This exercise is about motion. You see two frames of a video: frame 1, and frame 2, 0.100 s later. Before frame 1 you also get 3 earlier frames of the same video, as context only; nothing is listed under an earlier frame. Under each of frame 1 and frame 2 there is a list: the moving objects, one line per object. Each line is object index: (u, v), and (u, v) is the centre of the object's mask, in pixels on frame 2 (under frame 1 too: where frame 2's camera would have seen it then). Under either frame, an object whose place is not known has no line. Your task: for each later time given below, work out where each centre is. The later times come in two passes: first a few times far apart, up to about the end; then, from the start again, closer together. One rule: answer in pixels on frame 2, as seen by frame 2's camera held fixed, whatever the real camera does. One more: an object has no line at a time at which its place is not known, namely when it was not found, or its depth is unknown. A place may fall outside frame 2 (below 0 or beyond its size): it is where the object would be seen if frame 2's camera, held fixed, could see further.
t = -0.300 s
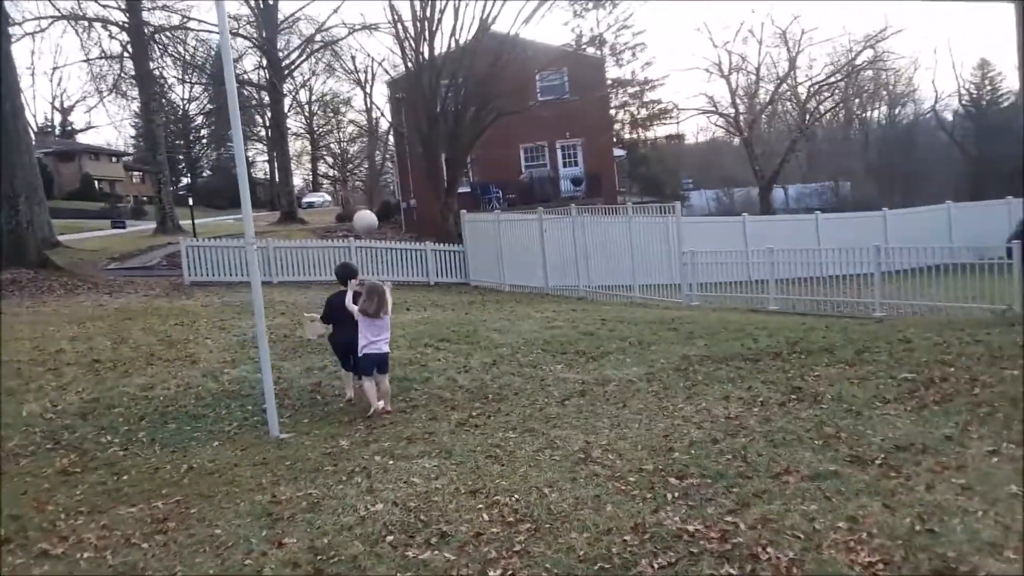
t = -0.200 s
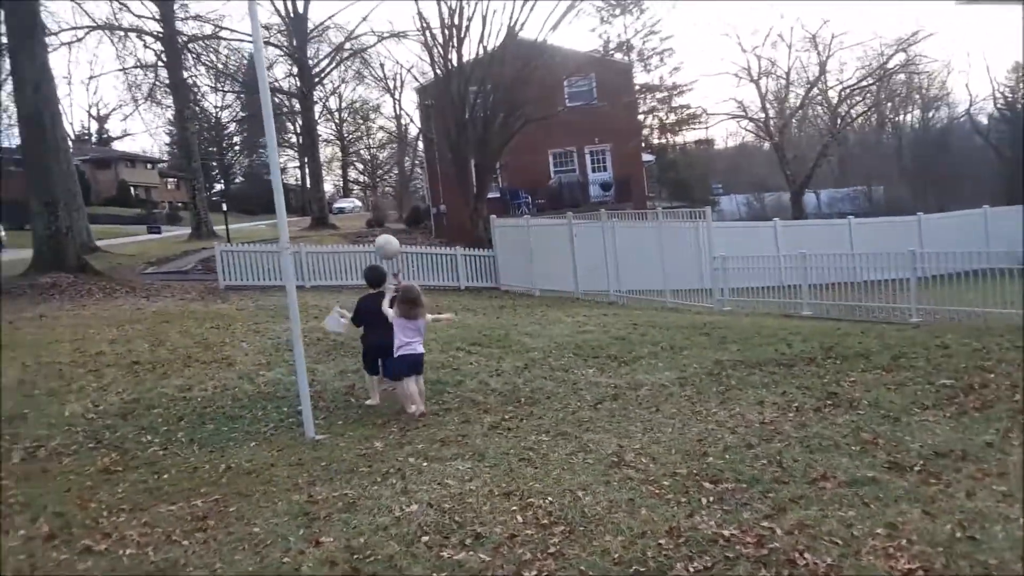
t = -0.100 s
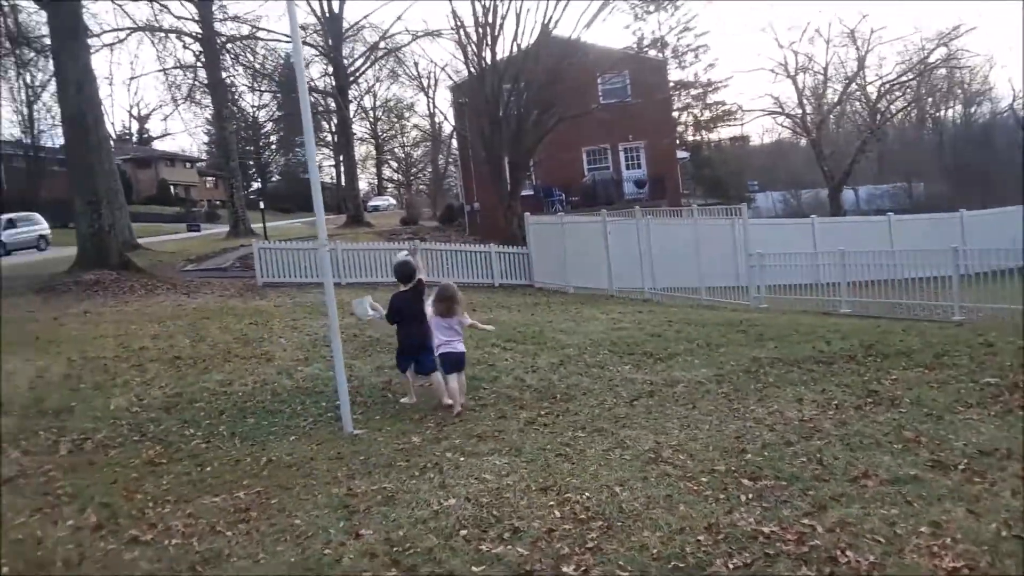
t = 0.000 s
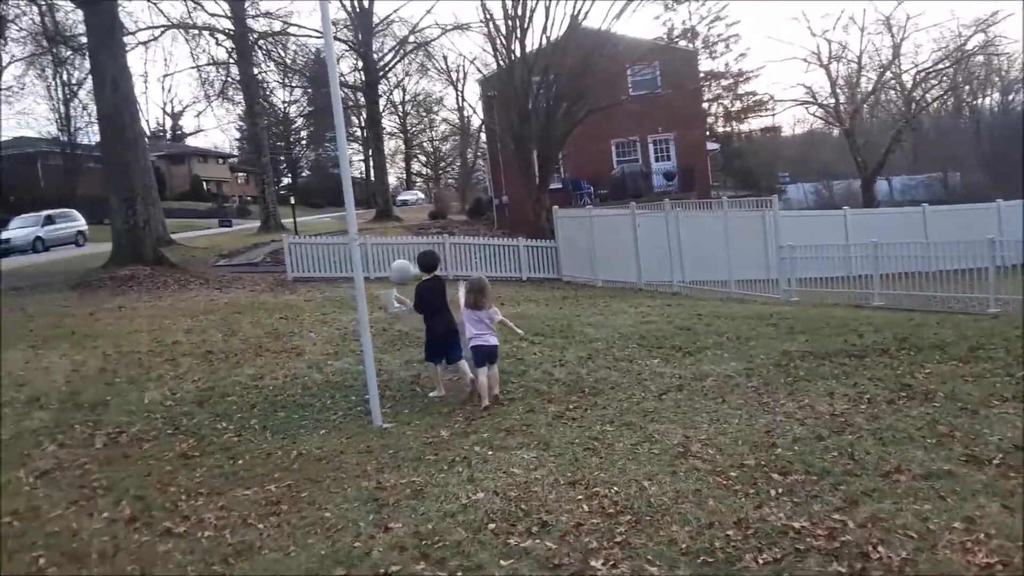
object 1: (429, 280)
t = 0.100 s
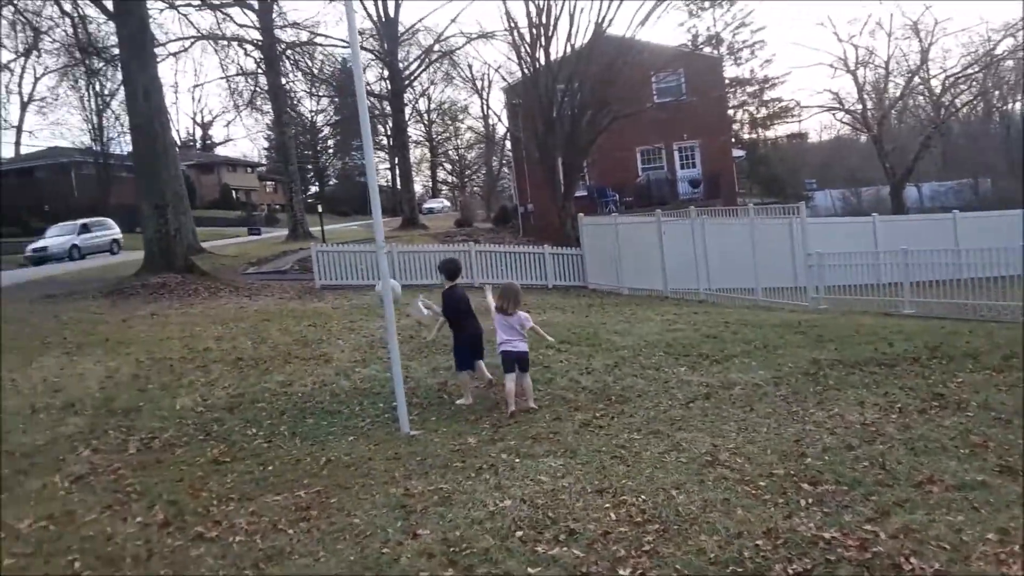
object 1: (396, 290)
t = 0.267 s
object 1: (316, 305)
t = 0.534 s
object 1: (212, 299)
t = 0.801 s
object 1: (169, 274)
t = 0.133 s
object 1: (372, 293)
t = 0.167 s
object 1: (359, 297)
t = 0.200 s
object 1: (344, 300)
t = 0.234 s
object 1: (329, 303)
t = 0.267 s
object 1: (316, 305)
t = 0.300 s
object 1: (302, 305)
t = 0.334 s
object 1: (289, 303)
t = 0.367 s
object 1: (276, 301)
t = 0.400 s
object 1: (263, 301)
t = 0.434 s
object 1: (249, 301)
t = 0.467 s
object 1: (236, 300)
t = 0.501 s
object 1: (223, 301)
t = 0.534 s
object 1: (212, 299)
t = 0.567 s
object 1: (204, 295)
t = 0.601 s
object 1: (197, 290)
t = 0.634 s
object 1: (191, 285)
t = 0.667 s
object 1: (186, 281)
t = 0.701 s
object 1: (181, 277)
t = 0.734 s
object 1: (176, 276)
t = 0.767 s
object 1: (172, 275)
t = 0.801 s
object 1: (169, 274)
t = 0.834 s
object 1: (166, 273)
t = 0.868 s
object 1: (168, 271)
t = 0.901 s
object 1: (173, 267)
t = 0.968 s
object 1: (188, 263)
